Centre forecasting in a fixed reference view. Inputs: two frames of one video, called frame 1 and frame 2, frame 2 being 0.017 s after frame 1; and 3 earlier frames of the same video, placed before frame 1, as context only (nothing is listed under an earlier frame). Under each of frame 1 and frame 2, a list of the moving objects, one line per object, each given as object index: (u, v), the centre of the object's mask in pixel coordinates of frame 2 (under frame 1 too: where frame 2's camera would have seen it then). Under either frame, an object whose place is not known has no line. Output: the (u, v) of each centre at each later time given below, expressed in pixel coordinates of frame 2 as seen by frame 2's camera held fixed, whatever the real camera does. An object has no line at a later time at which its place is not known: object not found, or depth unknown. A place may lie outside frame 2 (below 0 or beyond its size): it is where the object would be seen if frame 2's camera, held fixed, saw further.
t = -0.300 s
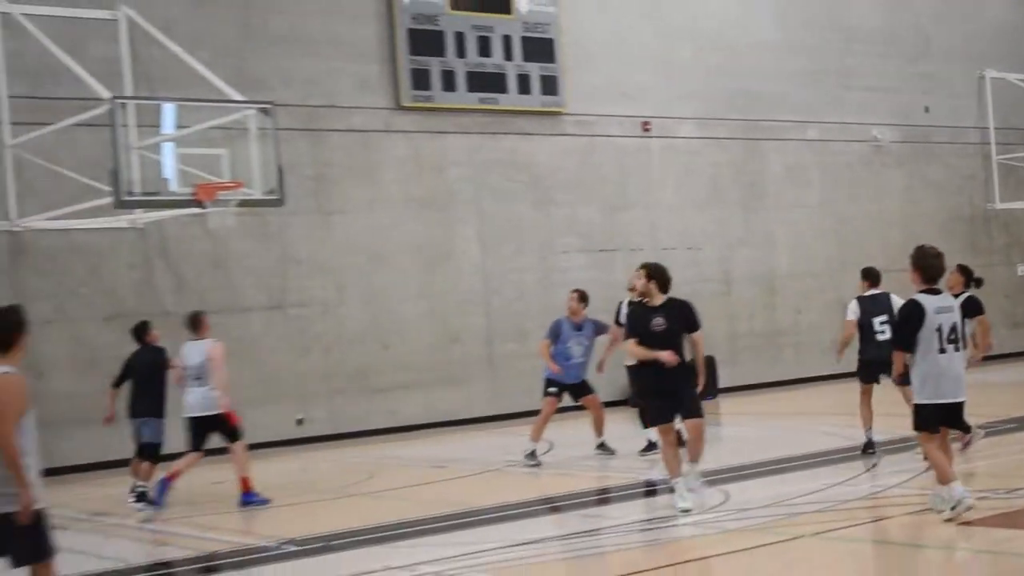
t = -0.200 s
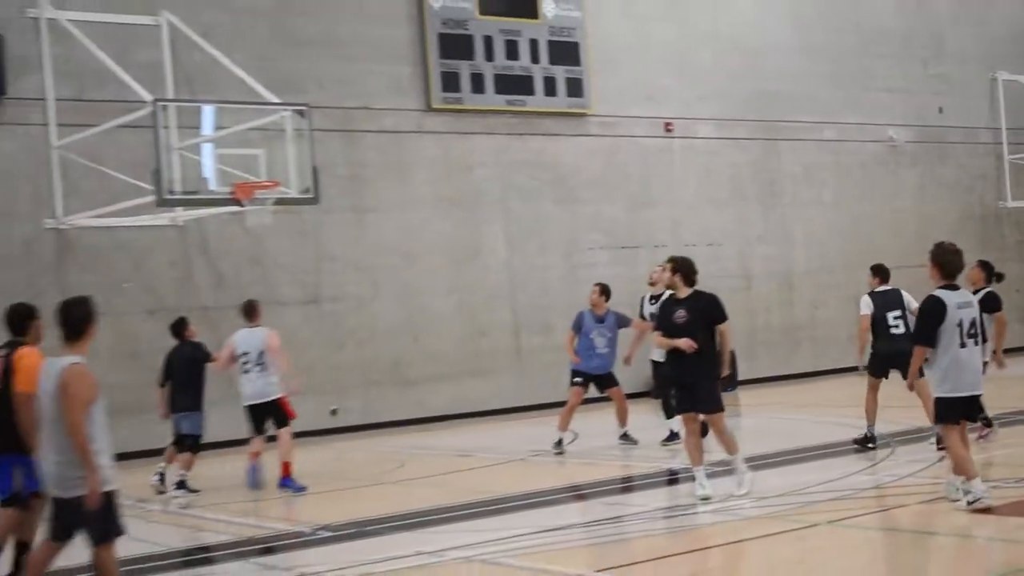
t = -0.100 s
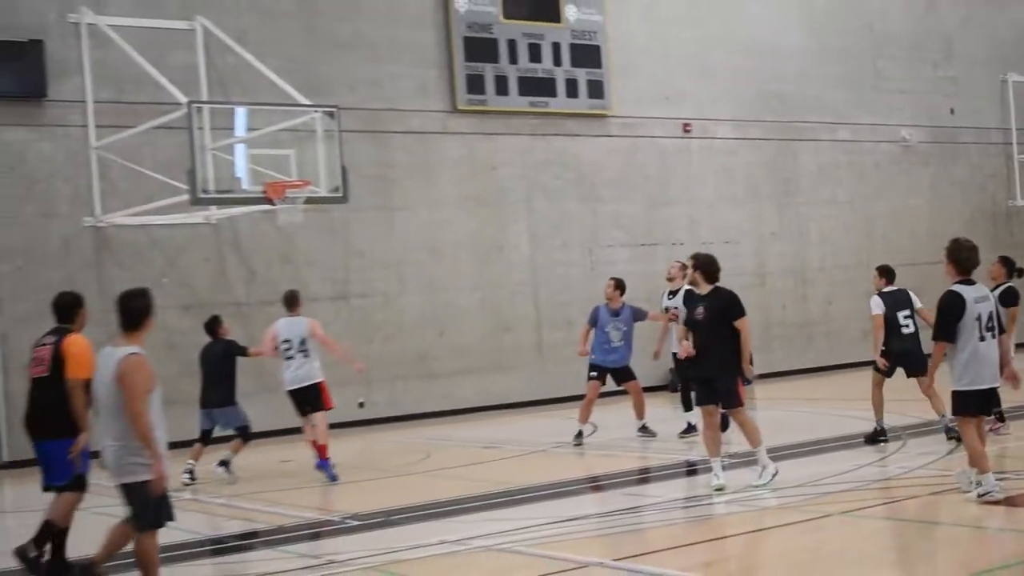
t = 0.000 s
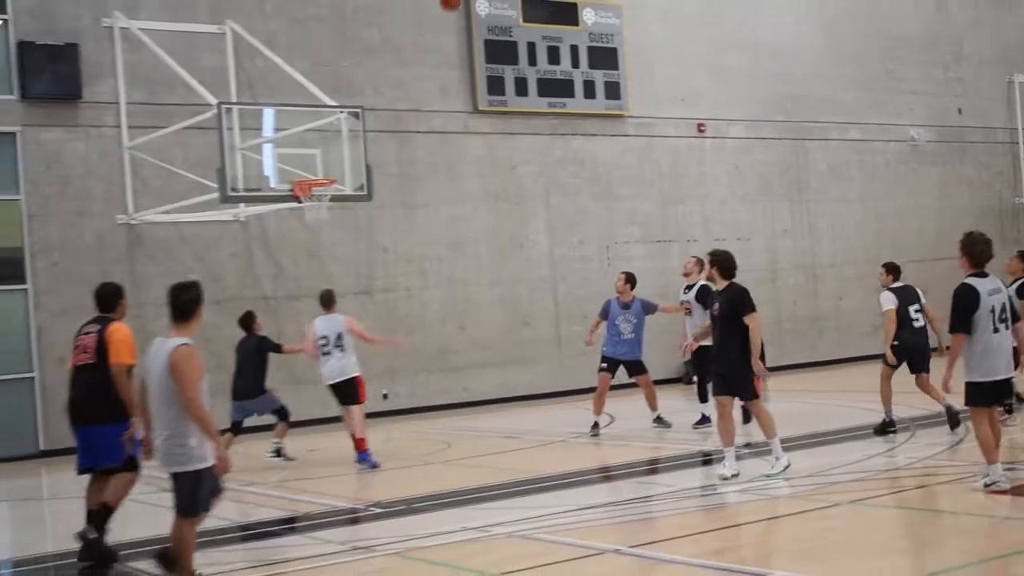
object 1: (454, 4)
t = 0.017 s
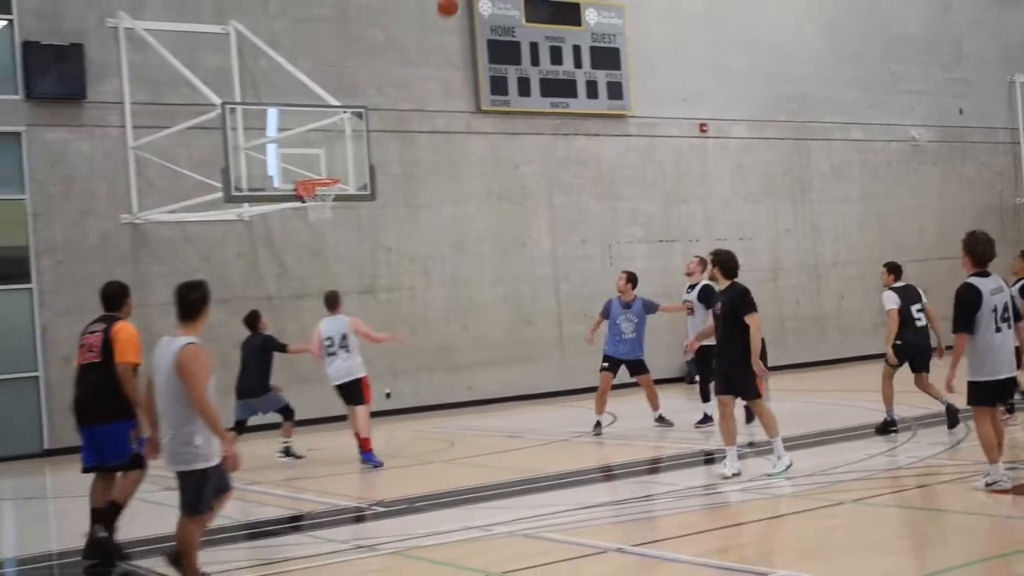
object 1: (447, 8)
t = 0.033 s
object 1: (442, 12)
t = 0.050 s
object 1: (436, 18)
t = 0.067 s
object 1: (431, 24)
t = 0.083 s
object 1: (425, 31)
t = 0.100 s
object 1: (420, 38)
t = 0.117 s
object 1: (414, 46)
